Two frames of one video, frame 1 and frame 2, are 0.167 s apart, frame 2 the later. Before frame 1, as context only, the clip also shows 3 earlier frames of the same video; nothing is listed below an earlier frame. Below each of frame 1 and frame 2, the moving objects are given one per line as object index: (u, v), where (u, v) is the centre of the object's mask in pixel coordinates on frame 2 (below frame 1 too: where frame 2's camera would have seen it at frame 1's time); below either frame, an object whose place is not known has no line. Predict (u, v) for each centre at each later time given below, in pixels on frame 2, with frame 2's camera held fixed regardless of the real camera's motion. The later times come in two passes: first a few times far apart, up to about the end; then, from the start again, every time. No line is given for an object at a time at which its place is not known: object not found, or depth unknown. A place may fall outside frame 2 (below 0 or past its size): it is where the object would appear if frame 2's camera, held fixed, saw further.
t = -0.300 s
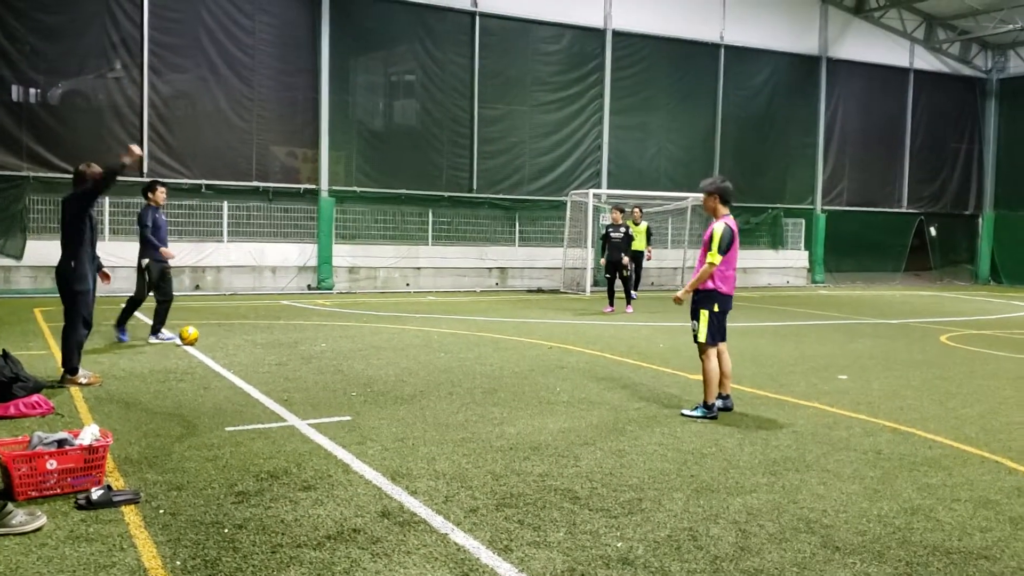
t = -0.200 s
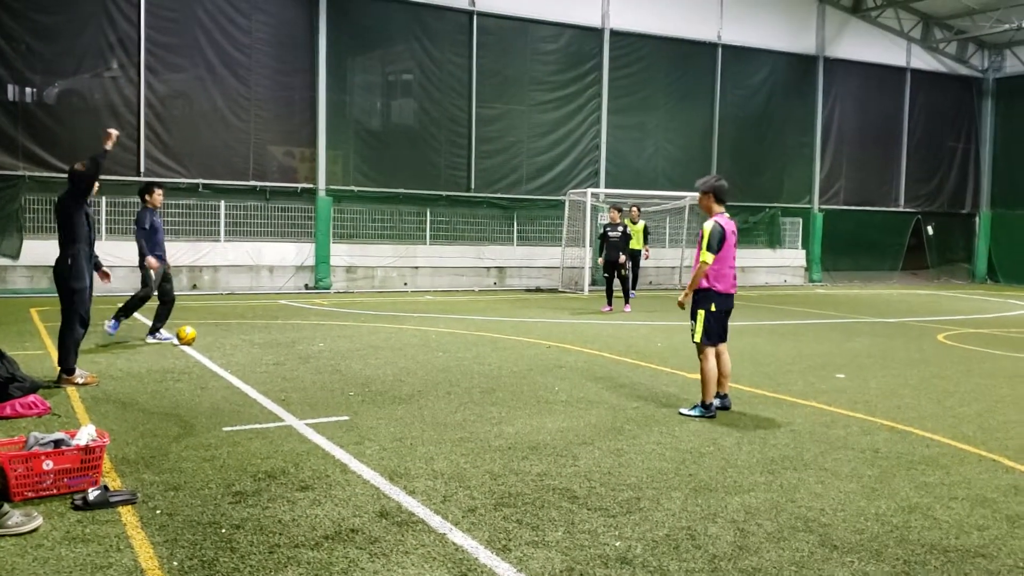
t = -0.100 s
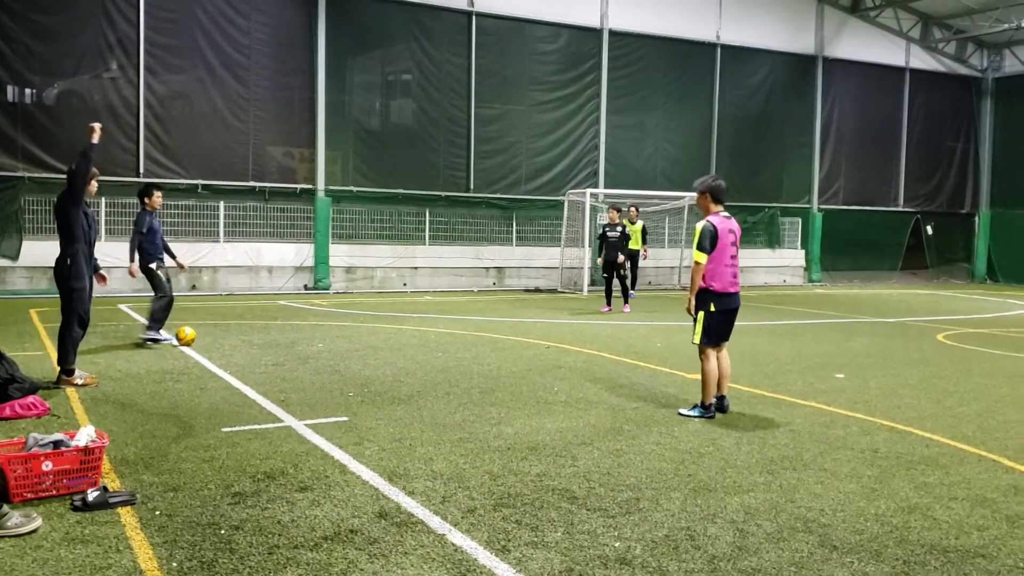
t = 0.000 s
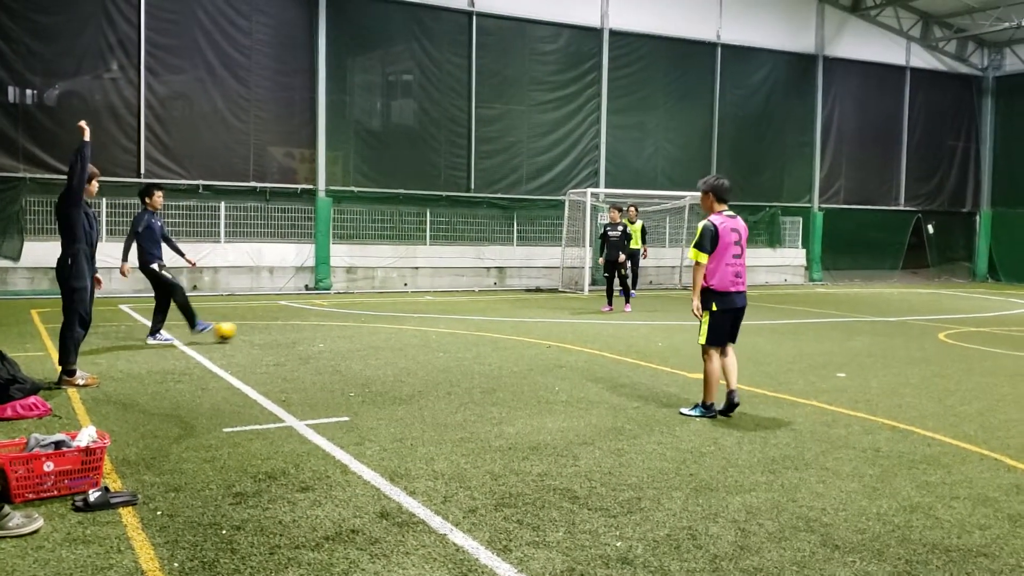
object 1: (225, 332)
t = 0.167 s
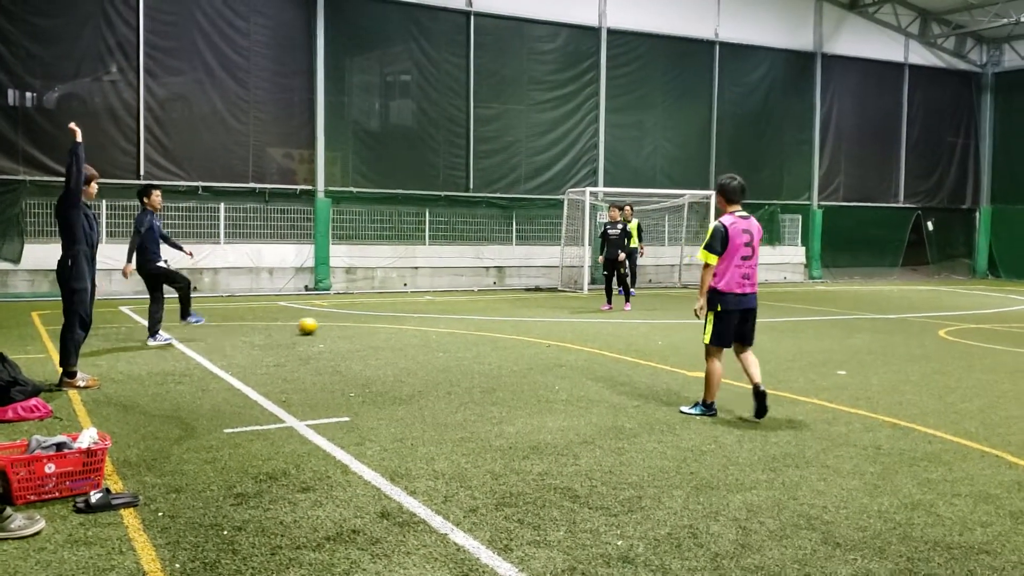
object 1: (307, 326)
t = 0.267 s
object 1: (345, 323)
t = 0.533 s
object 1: (426, 316)
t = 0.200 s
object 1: (320, 325)
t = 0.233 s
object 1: (333, 324)
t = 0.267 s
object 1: (345, 323)
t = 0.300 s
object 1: (357, 322)
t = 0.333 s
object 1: (368, 321)
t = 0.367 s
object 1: (378, 320)
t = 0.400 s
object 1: (389, 319)
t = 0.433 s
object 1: (399, 318)
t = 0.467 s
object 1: (408, 317)
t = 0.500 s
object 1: (416, 316)
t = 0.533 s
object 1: (426, 316)
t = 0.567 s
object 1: (434, 315)
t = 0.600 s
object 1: (442, 315)
